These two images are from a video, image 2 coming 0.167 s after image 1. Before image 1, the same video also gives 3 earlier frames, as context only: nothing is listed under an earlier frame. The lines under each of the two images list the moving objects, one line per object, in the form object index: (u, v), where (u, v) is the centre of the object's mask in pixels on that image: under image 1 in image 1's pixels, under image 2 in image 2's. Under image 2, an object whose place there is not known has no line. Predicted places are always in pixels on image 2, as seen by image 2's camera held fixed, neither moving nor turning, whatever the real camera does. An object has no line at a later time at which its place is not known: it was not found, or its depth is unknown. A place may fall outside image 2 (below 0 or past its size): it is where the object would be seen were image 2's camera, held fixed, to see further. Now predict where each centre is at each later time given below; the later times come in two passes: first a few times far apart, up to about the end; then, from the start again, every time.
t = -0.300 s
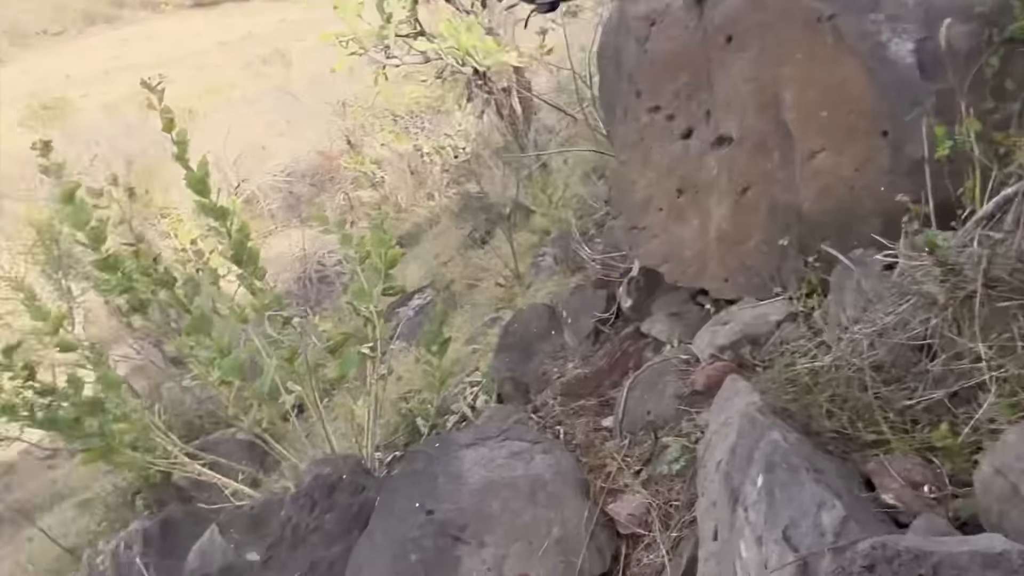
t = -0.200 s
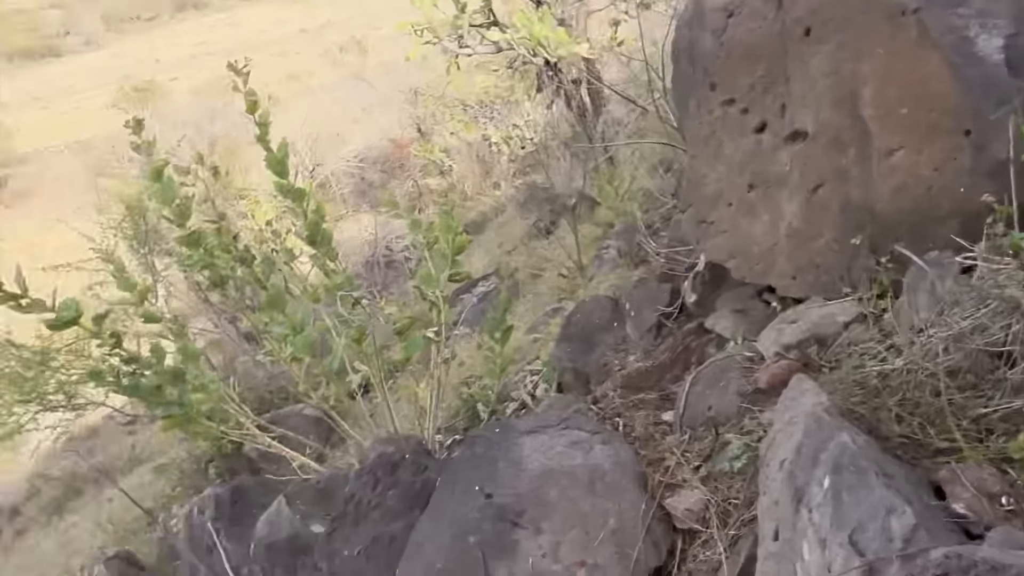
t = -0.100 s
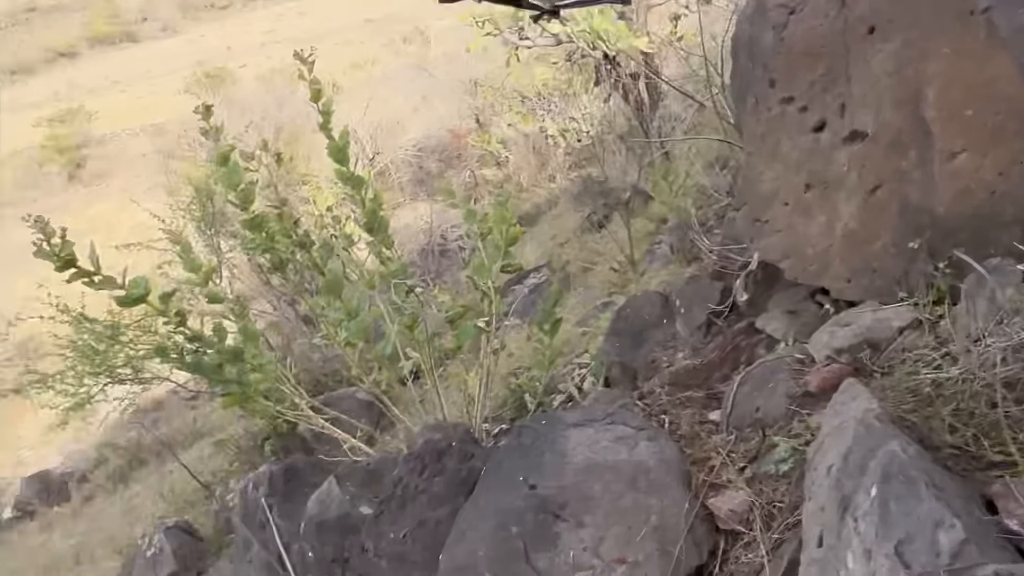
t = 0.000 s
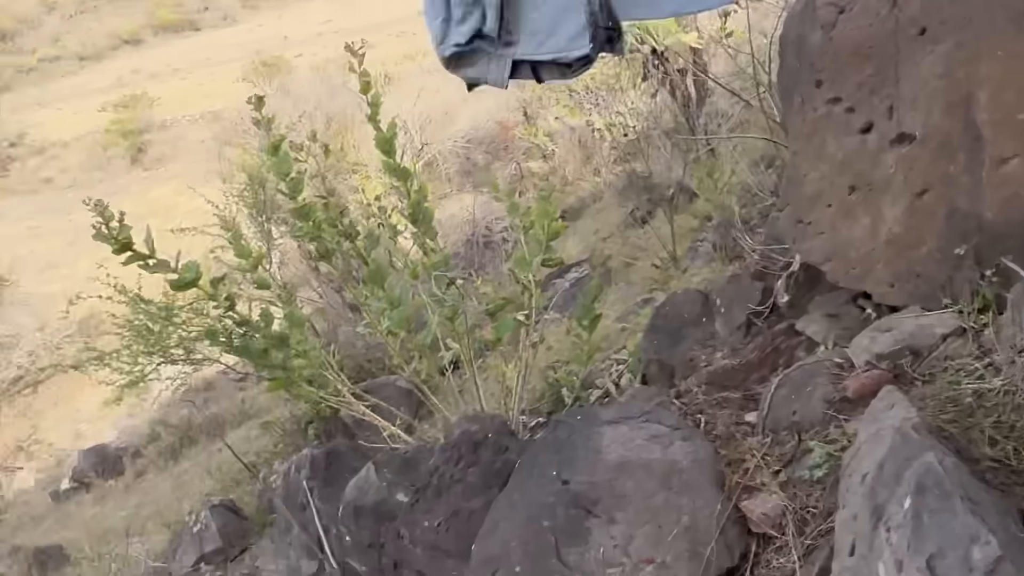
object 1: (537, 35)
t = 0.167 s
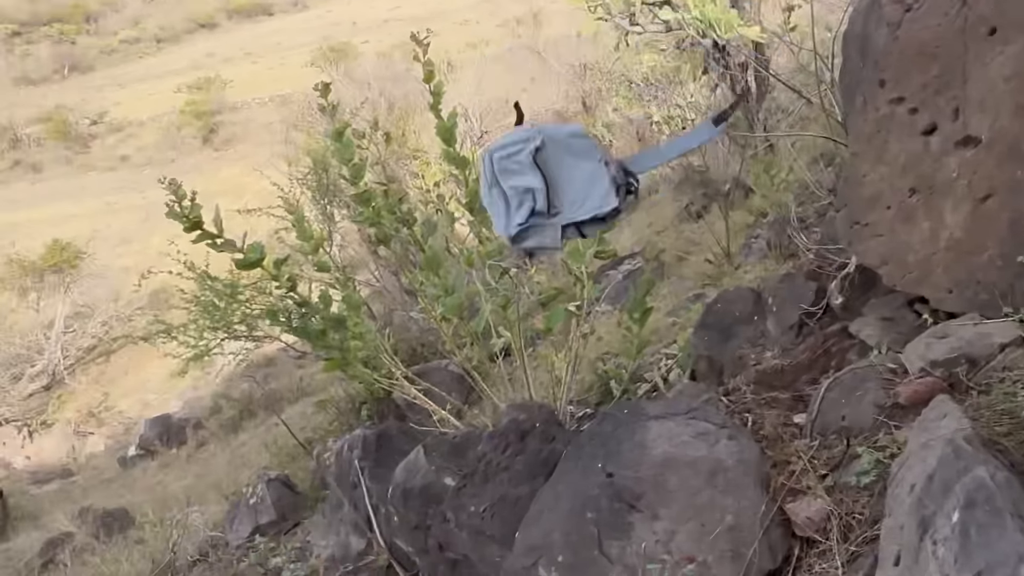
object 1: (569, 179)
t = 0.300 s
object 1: (563, 322)
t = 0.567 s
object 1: (539, 433)
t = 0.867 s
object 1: (540, 433)
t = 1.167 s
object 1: (541, 434)
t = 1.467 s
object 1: (541, 434)
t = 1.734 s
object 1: (541, 434)
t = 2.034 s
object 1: (541, 434)
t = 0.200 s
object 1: (568, 215)
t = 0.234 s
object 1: (567, 251)
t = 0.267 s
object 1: (564, 288)
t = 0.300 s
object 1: (563, 322)
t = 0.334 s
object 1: (561, 358)
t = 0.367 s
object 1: (558, 394)
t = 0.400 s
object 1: (556, 417)
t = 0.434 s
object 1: (549, 434)
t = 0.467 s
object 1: (534, 442)
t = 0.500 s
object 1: (535, 438)
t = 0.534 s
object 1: (537, 435)
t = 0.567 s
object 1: (539, 433)
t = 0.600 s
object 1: (539, 433)
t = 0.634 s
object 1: (539, 433)
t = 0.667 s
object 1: (540, 433)
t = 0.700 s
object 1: (540, 434)
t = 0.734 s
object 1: (540, 433)
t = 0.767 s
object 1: (540, 433)
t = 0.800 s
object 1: (541, 433)
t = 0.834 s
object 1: (540, 433)
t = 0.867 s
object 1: (540, 433)
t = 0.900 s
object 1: (541, 433)
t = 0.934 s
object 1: (541, 433)
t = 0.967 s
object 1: (541, 433)
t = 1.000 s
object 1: (541, 433)
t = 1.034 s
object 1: (541, 433)
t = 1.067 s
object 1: (541, 433)
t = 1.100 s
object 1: (541, 434)
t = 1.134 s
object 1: (541, 434)
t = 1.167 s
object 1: (541, 434)
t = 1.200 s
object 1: (541, 434)
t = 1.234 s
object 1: (541, 434)
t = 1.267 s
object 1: (541, 434)
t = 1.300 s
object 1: (541, 434)
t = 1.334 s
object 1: (541, 434)
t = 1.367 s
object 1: (541, 434)
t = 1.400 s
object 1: (541, 434)
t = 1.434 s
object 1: (541, 434)
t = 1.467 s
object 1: (541, 434)
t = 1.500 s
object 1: (541, 434)
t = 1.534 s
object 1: (541, 434)
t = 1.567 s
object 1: (541, 434)
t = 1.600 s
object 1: (541, 434)
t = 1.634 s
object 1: (541, 434)
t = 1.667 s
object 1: (541, 434)
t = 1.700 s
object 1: (541, 434)
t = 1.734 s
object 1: (541, 434)
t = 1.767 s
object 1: (541, 434)
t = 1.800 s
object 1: (541, 434)
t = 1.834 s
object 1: (541, 434)
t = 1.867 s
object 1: (541, 434)
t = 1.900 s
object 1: (541, 434)
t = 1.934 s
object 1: (541, 434)
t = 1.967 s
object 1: (541, 434)
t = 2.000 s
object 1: (541, 434)
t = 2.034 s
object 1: (541, 434)
